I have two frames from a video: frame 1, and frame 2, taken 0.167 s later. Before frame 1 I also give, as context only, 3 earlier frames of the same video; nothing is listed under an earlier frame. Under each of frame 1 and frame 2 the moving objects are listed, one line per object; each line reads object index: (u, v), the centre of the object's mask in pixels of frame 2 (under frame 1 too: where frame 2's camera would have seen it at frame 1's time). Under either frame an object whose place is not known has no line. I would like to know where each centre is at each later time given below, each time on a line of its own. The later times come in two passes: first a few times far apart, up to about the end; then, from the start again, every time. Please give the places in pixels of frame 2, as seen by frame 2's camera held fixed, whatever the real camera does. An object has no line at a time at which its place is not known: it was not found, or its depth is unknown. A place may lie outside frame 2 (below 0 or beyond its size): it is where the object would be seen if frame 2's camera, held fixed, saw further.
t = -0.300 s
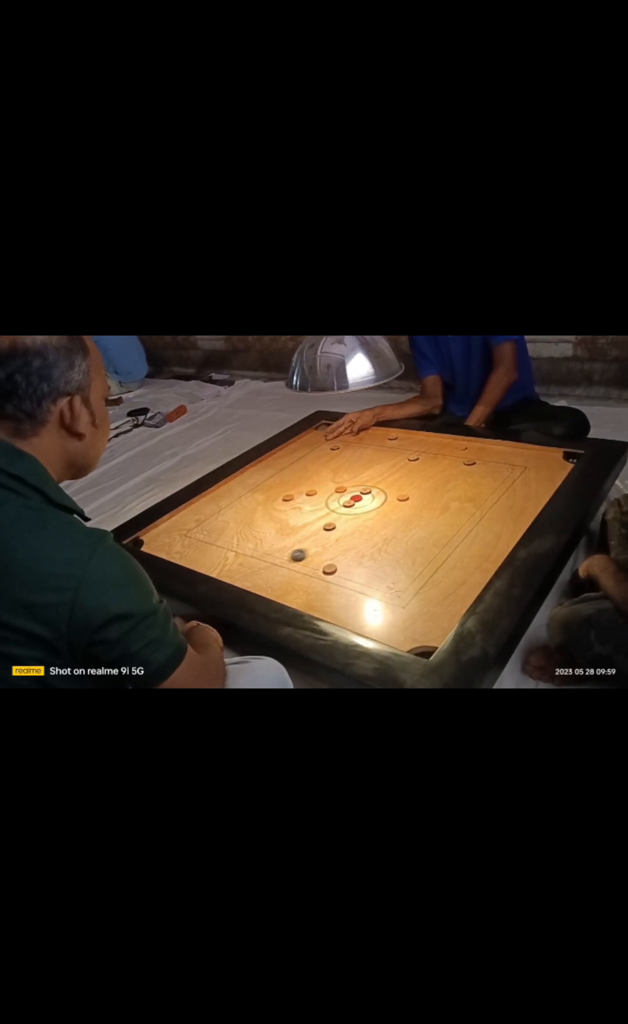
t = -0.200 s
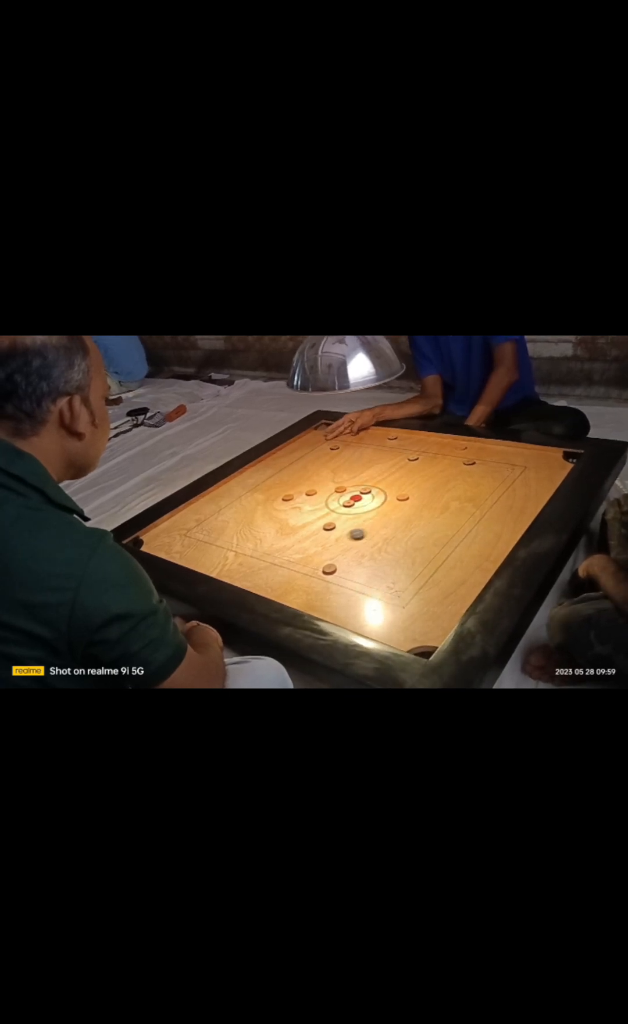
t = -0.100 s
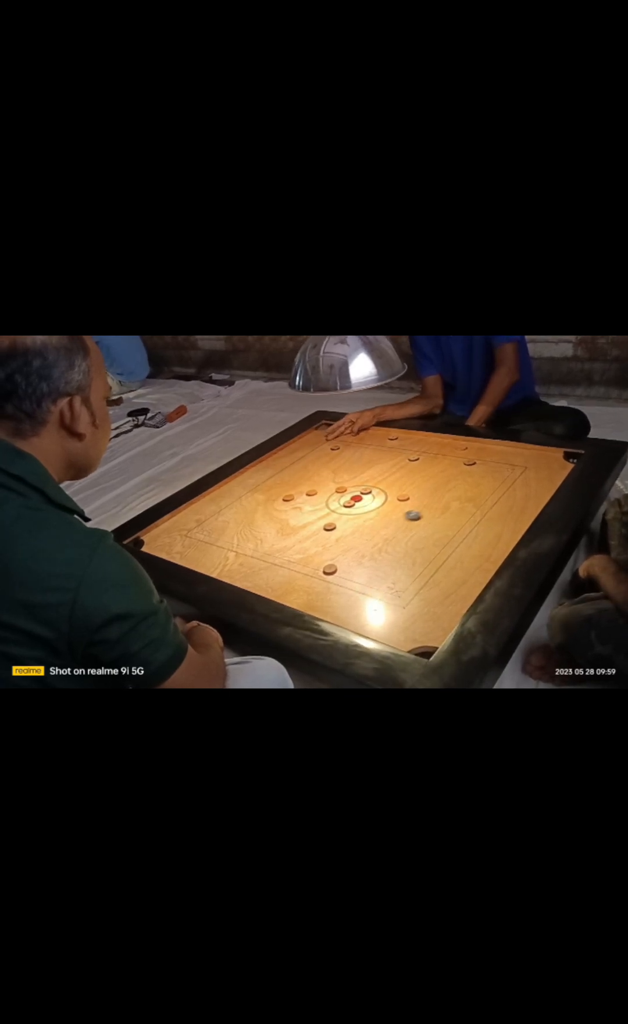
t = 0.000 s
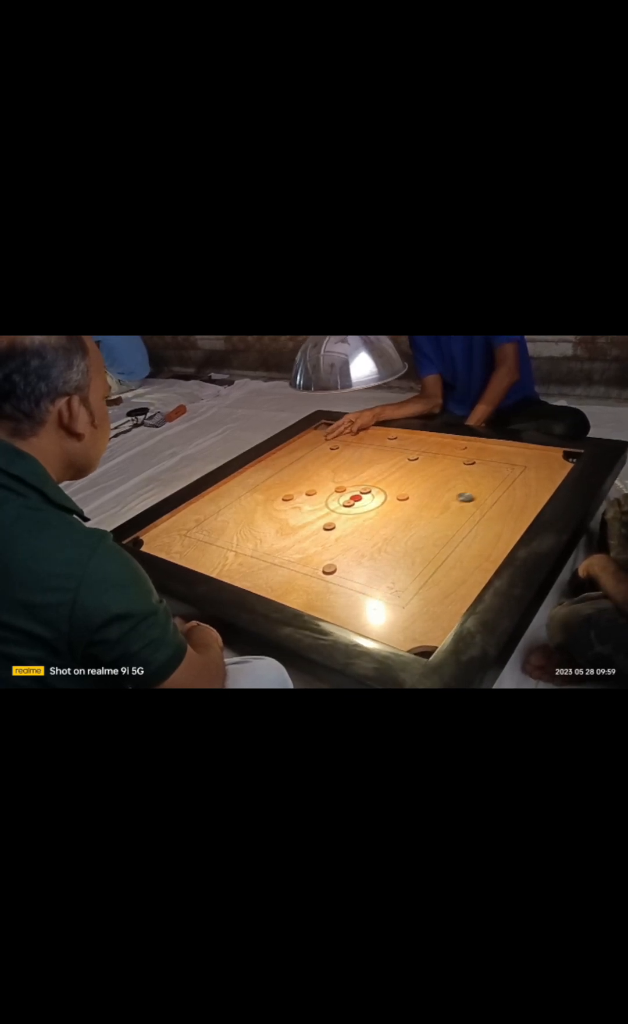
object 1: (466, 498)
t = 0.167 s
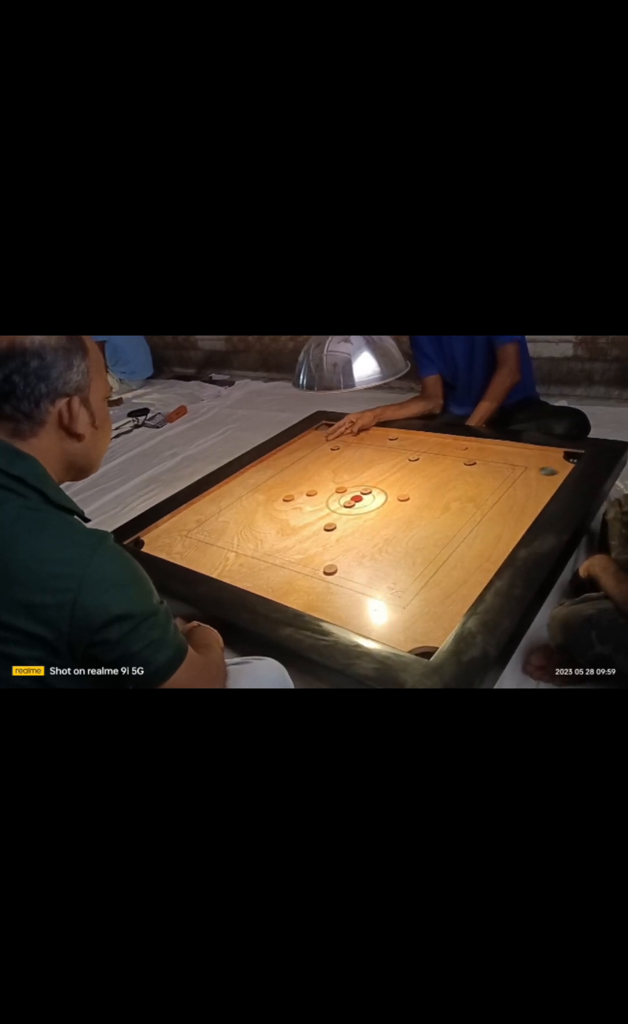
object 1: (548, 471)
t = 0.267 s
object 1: (560, 457)
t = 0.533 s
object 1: (505, 489)
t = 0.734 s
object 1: (468, 511)
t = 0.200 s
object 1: (562, 466)
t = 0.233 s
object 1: (566, 461)
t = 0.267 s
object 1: (560, 457)
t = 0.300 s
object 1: (554, 460)
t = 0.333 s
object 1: (547, 465)
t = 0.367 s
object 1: (540, 469)
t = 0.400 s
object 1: (533, 472)
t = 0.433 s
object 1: (526, 477)
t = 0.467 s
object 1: (519, 481)
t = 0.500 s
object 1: (512, 484)
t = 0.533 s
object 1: (505, 489)
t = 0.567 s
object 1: (499, 493)
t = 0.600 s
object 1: (492, 497)
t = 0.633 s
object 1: (486, 500)
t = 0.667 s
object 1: (480, 504)
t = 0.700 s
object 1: (474, 507)
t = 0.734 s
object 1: (468, 511)
